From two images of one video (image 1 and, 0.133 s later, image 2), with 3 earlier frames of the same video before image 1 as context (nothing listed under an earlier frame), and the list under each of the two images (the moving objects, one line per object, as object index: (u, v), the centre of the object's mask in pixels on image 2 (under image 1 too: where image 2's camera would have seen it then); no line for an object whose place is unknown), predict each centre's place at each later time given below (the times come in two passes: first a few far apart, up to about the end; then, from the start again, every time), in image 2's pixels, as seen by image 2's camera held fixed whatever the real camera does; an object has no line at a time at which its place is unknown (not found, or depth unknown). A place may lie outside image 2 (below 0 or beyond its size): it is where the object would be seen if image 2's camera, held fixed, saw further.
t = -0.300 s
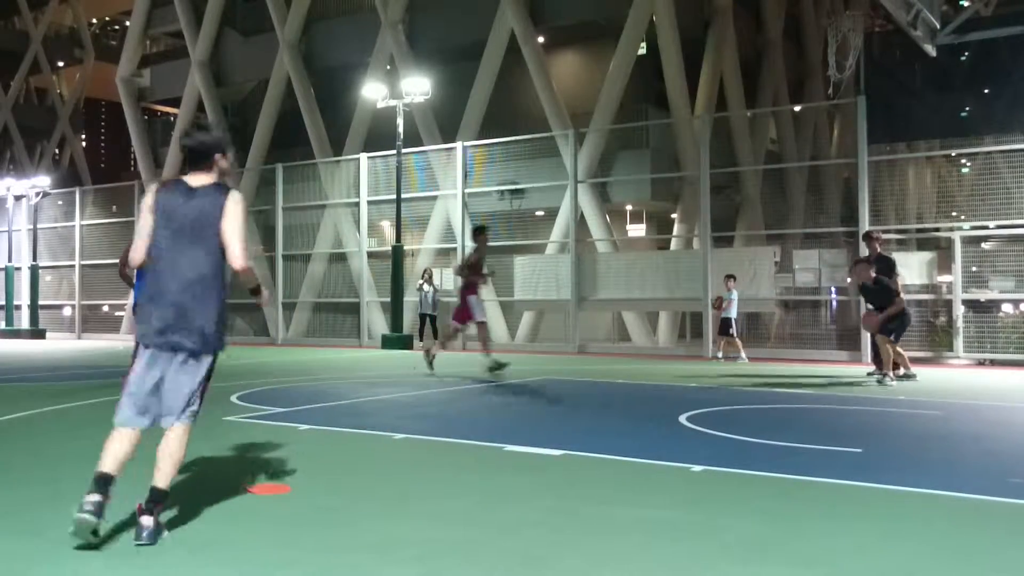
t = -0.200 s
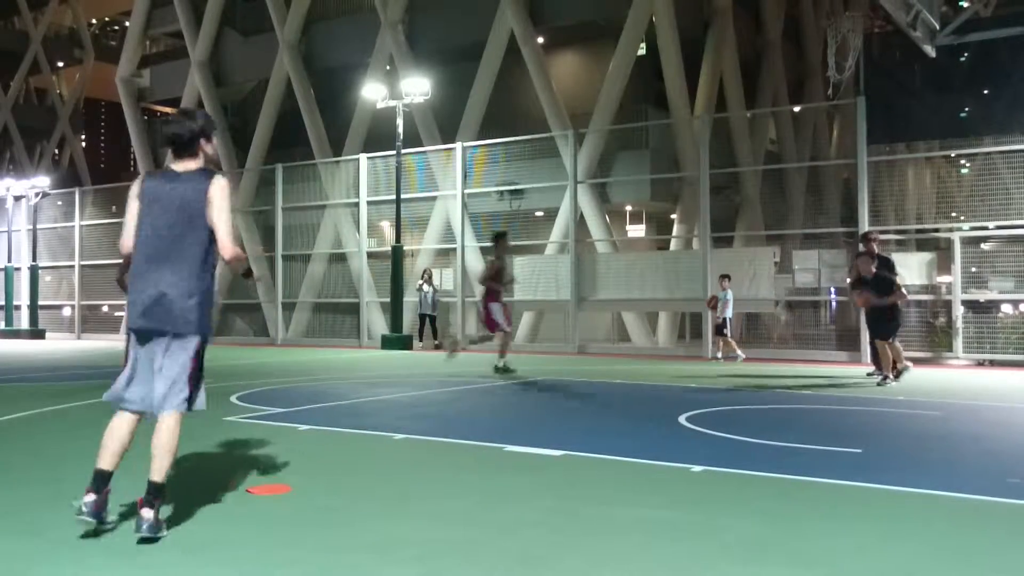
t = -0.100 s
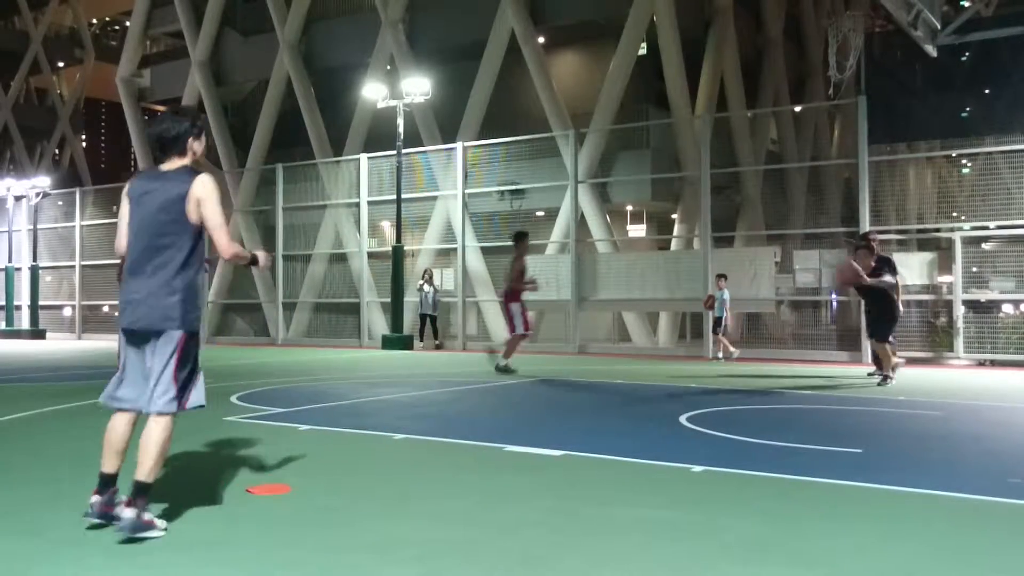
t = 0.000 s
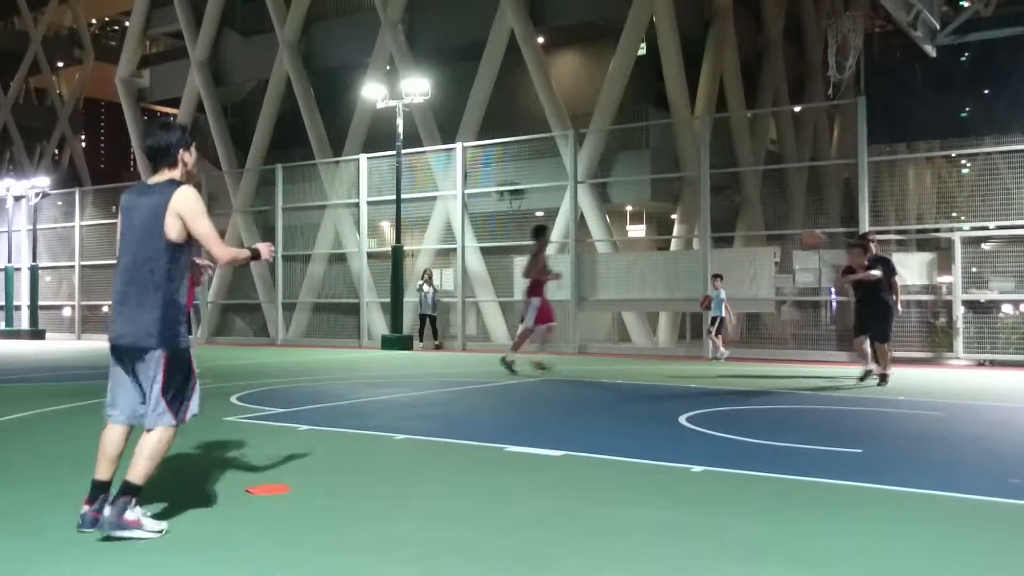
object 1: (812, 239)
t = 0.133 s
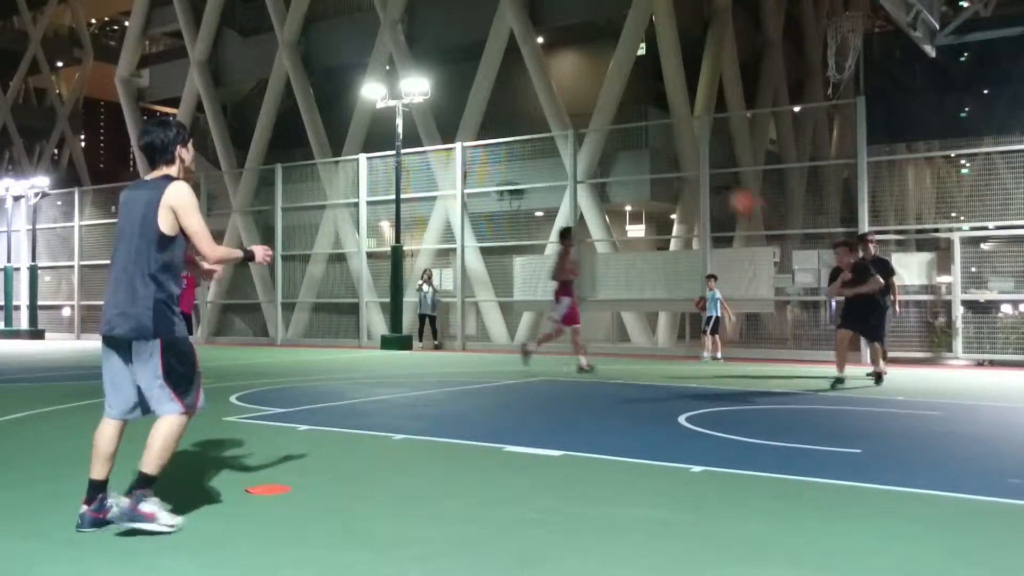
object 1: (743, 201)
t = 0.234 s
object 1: (685, 184)
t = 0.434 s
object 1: (522, 176)
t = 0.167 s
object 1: (726, 196)
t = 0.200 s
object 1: (710, 192)
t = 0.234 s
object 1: (685, 184)
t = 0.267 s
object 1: (663, 179)
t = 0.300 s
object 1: (641, 176)
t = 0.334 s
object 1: (614, 175)
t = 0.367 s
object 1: (587, 173)
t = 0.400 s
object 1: (552, 174)
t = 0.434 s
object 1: (522, 176)
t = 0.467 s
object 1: (485, 182)
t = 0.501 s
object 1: (438, 190)
